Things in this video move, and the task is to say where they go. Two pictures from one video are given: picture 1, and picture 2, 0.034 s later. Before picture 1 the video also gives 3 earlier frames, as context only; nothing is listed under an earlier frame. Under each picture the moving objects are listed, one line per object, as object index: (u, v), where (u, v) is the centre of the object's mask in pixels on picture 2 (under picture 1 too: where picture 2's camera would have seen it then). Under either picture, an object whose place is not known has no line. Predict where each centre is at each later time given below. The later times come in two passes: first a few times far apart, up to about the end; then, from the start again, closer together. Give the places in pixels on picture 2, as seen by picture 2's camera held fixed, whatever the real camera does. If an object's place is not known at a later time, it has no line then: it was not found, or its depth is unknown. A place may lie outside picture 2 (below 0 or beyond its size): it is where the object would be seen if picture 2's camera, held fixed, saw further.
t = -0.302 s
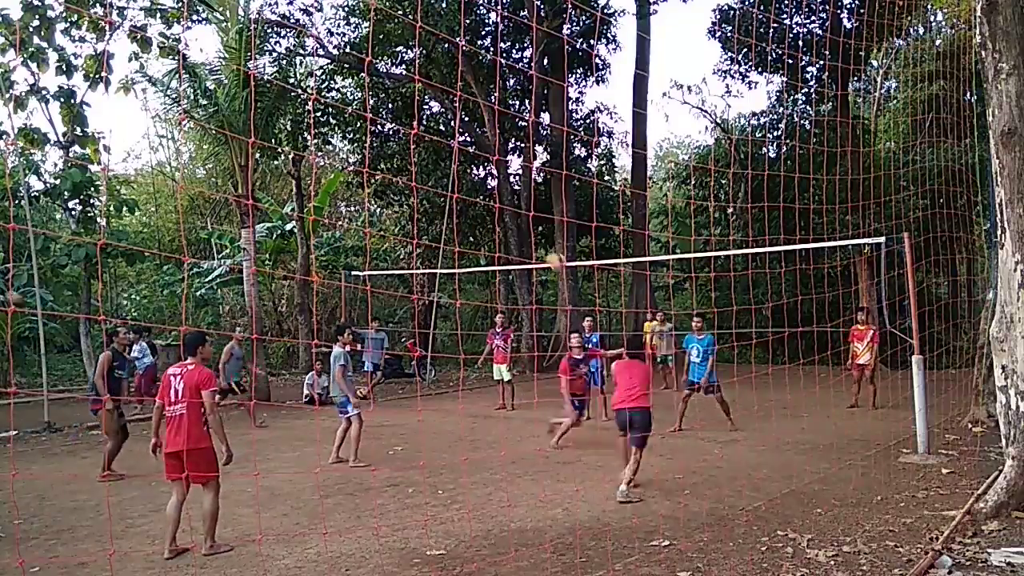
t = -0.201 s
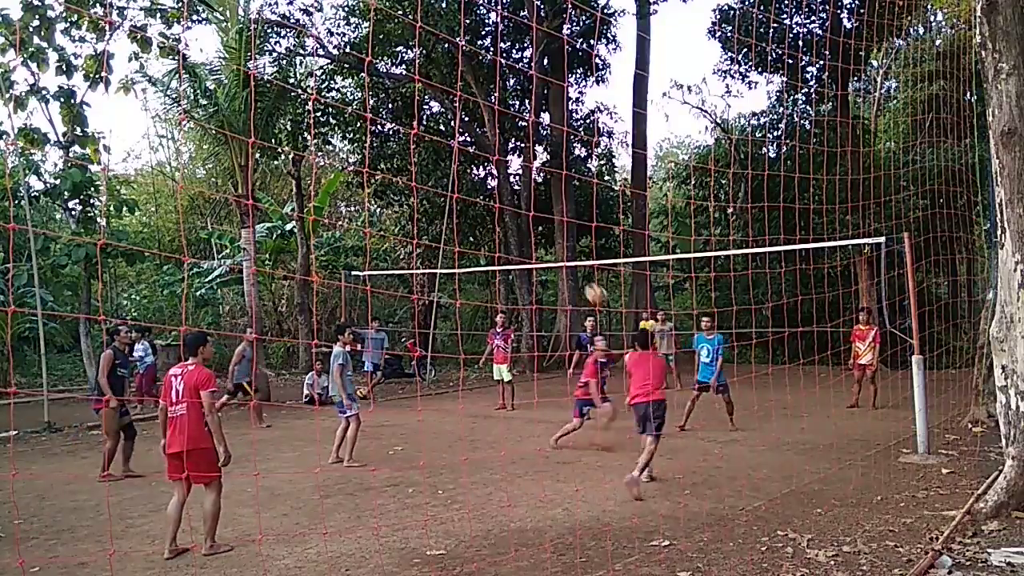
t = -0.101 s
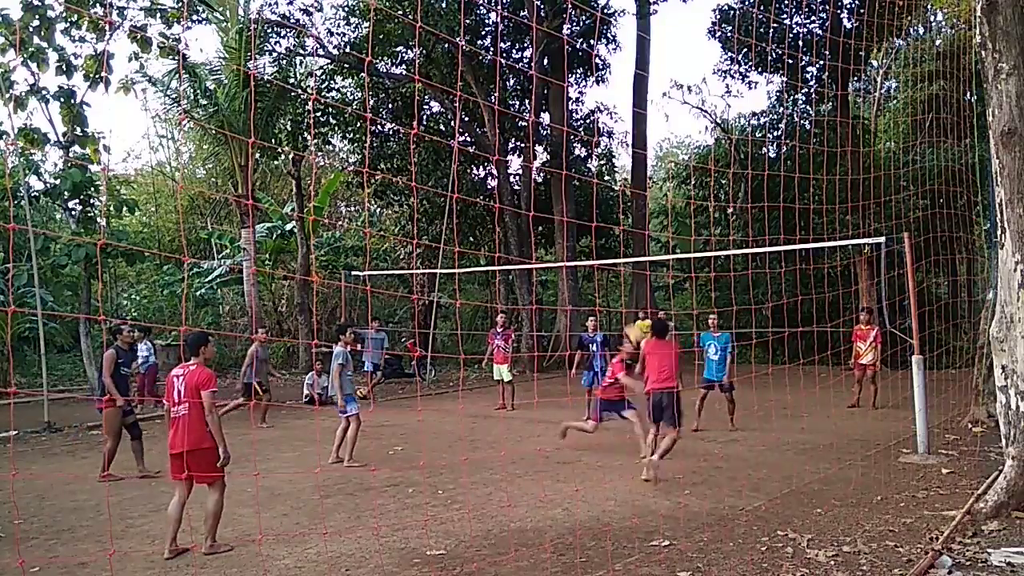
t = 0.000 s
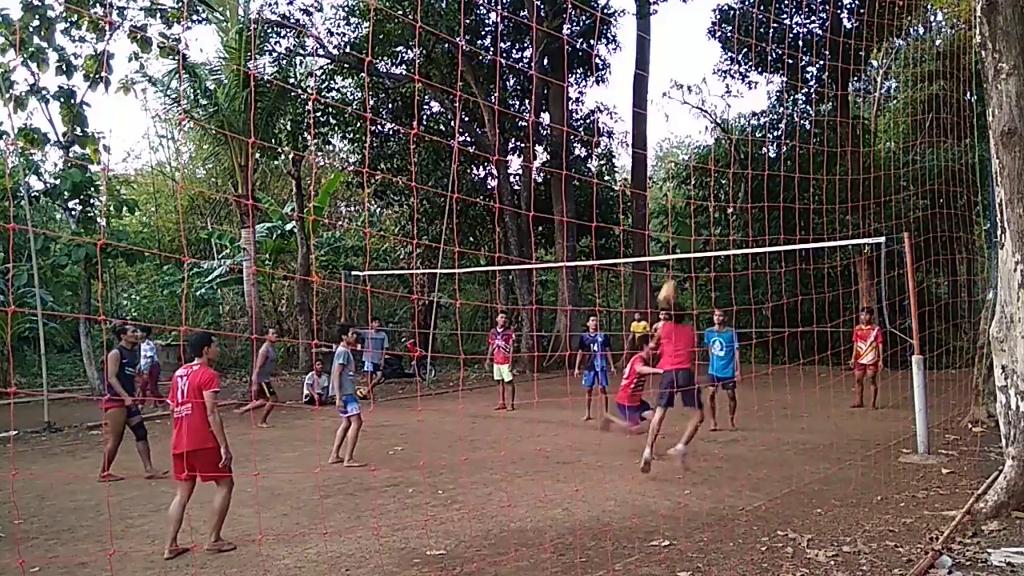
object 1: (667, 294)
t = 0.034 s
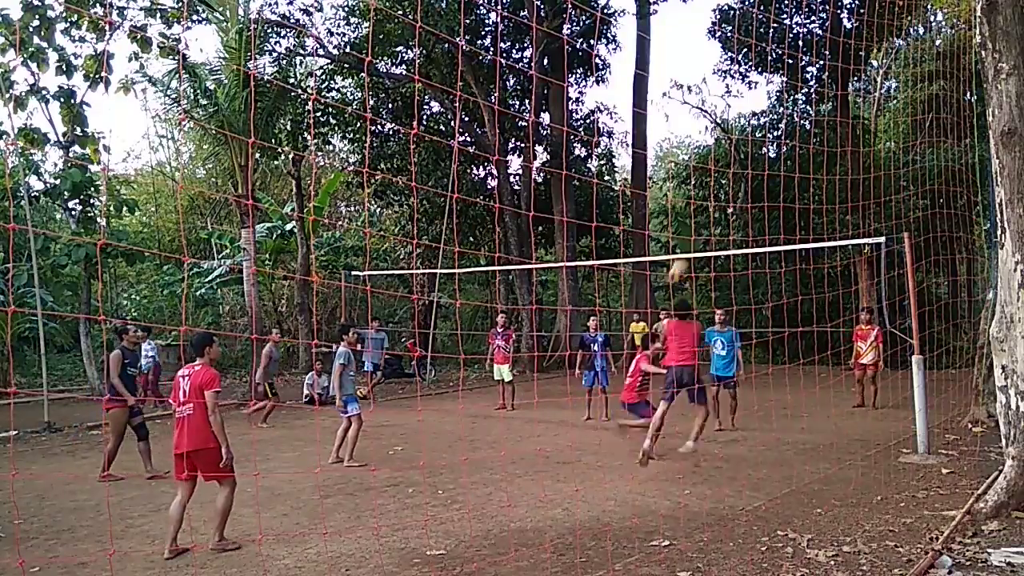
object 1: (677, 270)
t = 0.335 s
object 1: (759, 132)
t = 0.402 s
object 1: (775, 114)
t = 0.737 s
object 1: (846, 78)
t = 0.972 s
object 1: (891, 101)
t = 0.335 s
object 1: (759, 132)
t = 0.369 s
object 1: (767, 123)
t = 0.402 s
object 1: (775, 114)
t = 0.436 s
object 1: (782, 107)
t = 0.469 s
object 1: (788, 100)
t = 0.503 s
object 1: (797, 93)
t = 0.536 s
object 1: (804, 89)
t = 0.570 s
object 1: (812, 85)
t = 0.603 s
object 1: (820, 82)
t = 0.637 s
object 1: (827, 79)
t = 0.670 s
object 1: (835, 78)
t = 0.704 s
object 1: (840, 78)
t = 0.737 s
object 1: (846, 78)
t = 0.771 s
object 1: (851, 79)
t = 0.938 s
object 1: (886, 95)
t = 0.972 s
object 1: (891, 101)
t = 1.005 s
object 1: (896, 107)
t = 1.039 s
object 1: (901, 113)
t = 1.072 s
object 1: (906, 120)
